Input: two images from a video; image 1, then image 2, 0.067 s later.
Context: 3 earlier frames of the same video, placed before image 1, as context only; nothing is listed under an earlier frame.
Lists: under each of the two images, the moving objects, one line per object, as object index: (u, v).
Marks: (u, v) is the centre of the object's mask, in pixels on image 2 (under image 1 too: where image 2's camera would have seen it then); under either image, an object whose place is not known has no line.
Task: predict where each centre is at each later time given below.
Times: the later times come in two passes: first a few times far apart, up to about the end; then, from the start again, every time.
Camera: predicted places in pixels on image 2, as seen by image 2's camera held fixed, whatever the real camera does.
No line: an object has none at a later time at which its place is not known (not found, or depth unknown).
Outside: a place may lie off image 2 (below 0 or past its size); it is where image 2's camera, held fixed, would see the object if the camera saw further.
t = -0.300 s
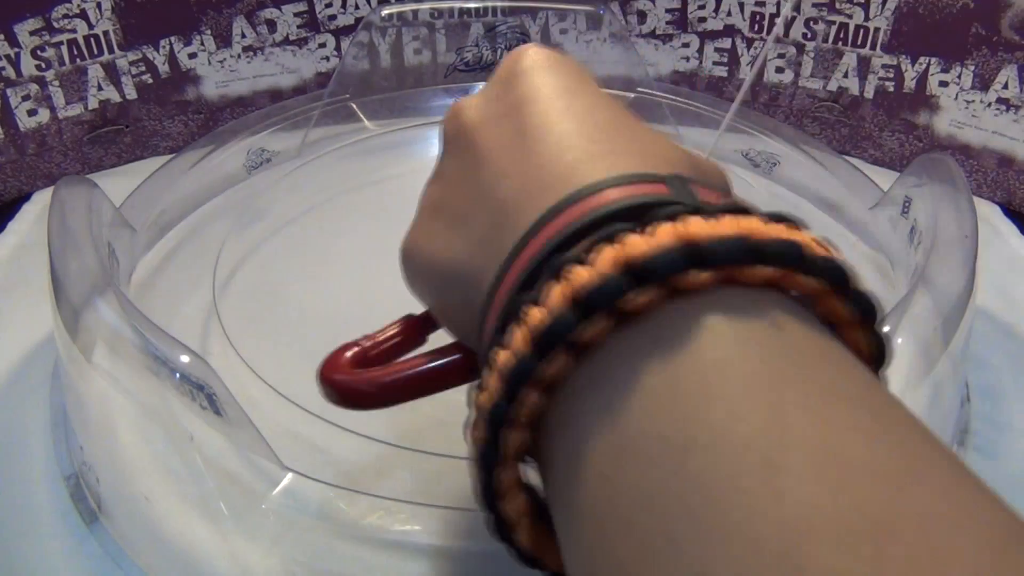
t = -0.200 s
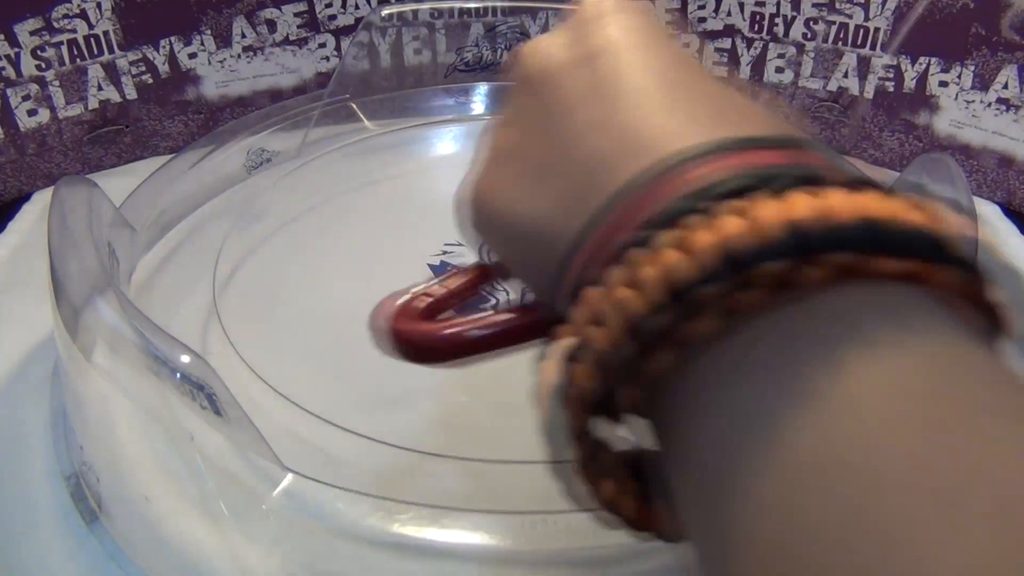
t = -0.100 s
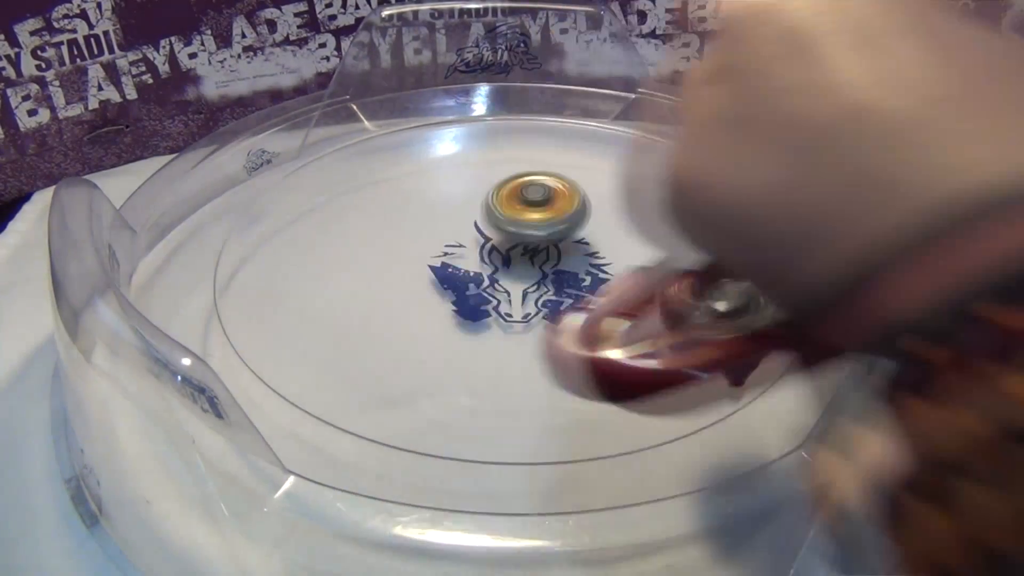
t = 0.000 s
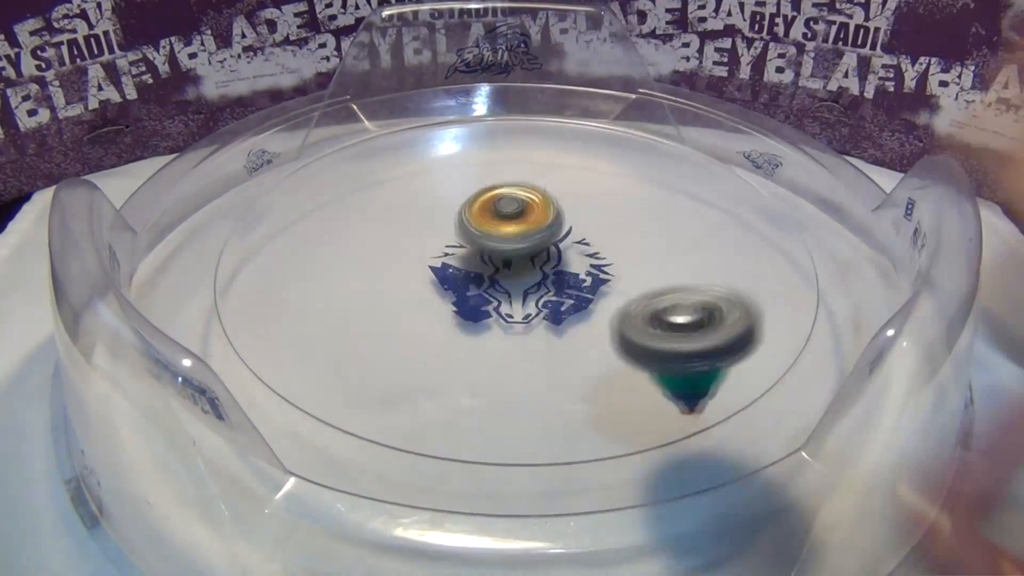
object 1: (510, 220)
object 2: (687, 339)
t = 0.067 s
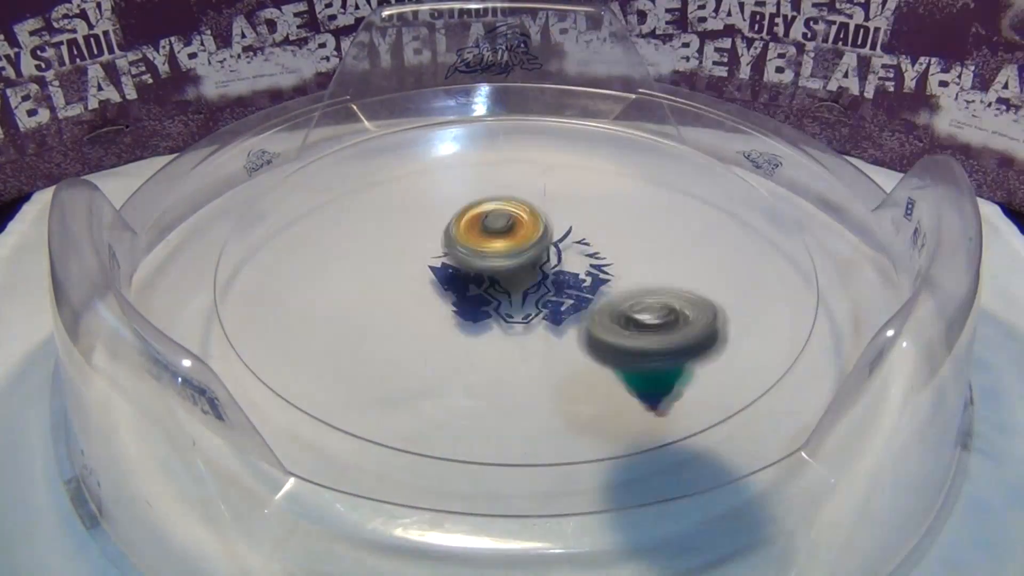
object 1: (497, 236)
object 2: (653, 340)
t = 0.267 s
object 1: (520, 266)
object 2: (501, 320)
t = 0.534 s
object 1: (612, 300)
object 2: (336, 327)
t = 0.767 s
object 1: (628, 252)
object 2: (416, 273)
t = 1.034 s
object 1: (517, 239)
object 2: (298, 149)
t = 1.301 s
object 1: (449, 303)
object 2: (366, 203)
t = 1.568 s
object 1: (551, 328)
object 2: (597, 120)
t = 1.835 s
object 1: (597, 271)
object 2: (501, 130)
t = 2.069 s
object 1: (616, 355)
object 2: (468, 166)
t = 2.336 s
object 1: (601, 383)
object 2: (505, 238)
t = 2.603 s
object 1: (519, 322)
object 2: (629, 186)
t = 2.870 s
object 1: (488, 248)
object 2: (425, 119)
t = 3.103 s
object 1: (482, 218)
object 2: (455, 282)
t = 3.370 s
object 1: (481, 243)
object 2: (771, 222)
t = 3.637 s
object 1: (491, 250)
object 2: (536, 167)
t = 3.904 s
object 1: (427, 364)
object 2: (332, 212)
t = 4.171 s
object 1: (739, 333)
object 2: (350, 280)
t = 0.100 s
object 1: (495, 245)
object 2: (634, 338)
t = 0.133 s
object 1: (493, 255)
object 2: (618, 335)
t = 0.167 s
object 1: (494, 264)
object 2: (598, 331)
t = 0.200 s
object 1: (492, 270)
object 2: (571, 325)
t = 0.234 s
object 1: (492, 269)
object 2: (533, 322)
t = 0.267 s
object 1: (520, 266)
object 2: (501, 320)
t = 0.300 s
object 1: (543, 294)
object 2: (459, 316)
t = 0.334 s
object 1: (541, 304)
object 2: (425, 315)
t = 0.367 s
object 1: (552, 308)
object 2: (397, 317)
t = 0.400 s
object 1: (564, 310)
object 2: (376, 322)
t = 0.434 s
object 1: (578, 308)
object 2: (361, 326)
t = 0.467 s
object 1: (591, 309)
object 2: (349, 327)
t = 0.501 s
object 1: (602, 304)
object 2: (339, 328)
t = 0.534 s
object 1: (612, 300)
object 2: (336, 327)
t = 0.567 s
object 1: (621, 295)
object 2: (337, 325)
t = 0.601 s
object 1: (628, 289)
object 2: (342, 320)
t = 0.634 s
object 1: (633, 282)
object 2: (351, 316)
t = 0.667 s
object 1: (635, 274)
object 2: (364, 311)
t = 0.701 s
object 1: (636, 267)
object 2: (385, 303)
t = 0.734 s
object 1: (634, 258)
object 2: (403, 291)
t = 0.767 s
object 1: (628, 252)
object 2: (416, 273)
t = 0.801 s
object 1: (621, 243)
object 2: (421, 254)
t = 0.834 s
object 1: (611, 239)
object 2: (418, 233)
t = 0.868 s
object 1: (599, 235)
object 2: (408, 212)
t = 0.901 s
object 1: (583, 233)
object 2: (391, 193)
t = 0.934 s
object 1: (568, 231)
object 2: (371, 177)
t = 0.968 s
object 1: (551, 232)
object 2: (345, 163)
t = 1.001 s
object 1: (534, 234)
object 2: (319, 155)
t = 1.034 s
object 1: (517, 239)
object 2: (298, 149)
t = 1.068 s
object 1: (501, 244)
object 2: (286, 146)
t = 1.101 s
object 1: (485, 252)
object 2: (279, 145)
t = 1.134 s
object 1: (471, 259)
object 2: (278, 147)
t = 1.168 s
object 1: (460, 267)
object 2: (284, 152)
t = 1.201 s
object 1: (453, 276)
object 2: (294, 160)
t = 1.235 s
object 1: (449, 286)
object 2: (310, 173)
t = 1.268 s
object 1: (447, 295)
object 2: (333, 189)
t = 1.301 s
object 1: (449, 303)
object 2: (366, 203)
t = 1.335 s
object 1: (453, 309)
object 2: (406, 212)
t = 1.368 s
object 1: (461, 317)
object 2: (448, 213)
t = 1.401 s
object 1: (471, 321)
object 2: (489, 206)
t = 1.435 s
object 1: (484, 326)
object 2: (525, 198)
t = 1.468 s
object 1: (500, 328)
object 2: (557, 184)
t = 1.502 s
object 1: (515, 330)
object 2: (579, 165)
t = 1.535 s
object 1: (533, 331)
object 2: (593, 142)
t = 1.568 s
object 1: (551, 328)
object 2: (597, 120)
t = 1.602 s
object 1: (566, 325)
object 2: (592, 102)
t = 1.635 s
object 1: (580, 320)
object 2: (584, 87)
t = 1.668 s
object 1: (592, 315)
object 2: (568, 82)
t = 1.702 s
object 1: (601, 308)
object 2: (550, 87)
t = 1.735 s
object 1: (606, 297)
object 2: (539, 91)
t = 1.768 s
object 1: (606, 288)
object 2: (528, 98)
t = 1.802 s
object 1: (603, 281)
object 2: (513, 111)
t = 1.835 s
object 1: (597, 271)
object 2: (501, 130)
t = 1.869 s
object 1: (587, 263)
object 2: (493, 155)
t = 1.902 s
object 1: (573, 255)
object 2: (495, 181)
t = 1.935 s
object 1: (568, 255)
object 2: (499, 185)
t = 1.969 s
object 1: (579, 257)
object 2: (490, 159)
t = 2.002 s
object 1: (599, 290)
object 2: (478, 149)
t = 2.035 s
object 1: (605, 339)
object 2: (466, 164)
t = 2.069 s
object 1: (616, 355)
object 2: (468, 166)
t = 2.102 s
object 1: (623, 376)
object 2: (474, 157)
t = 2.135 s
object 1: (627, 389)
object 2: (482, 169)
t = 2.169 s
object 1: (627, 399)
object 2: (487, 195)
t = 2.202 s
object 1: (625, 408)
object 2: (487, 193)
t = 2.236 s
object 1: (619, 407)
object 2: (488, 206)
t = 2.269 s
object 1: (613, 403)
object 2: (491, 227)
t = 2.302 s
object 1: (607, 393)
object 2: (497, 225)
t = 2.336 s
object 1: (601, 383)
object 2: (505, 238)
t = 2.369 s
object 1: (596, 371)
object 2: (518, 238)
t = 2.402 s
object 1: (592, 357)
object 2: (530, 247)
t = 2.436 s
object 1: (588, 345)
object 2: (554, 248)
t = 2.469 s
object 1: (581, 333)
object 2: (578, 241)
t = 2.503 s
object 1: (567, 324)
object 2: (599, 230)
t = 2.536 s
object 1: (552, 333)
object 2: (619, 215)
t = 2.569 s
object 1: (536, 322)
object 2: (629, 201)
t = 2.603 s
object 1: (519, 322)
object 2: (629, 186)
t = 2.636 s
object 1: (507, 311)
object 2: (620, 166)
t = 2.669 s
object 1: (496, 304)
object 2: (605, 147)
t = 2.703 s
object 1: (489, 294)
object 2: (580, 130)
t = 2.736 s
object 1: (485, 284)
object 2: (550, 114)
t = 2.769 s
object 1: (482, 274)
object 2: (520, 106)
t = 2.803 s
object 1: (483, 263)
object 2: (487, 104)
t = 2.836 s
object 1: (486, 255)
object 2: (456, 108)
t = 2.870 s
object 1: (488, 248)
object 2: (425, 119)
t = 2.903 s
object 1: (488, 239)
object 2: (401, 134)
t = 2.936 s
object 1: (488, 234)
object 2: (383, 156)
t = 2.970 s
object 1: (486, 229)
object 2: (375, 183)
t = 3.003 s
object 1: (484, 225)
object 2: (377, 209)
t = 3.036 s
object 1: (487, 223)
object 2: (390, 235)
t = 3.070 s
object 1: (490, 218)
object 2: (420, 261)
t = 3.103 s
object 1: (482, 218)
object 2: (455, 282)
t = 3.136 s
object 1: (479, 218)
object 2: (502, 297)
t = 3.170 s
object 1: (480, 224)
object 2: (555, 307)
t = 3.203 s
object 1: (479, 226)
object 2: (616, 308)
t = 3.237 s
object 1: (479, 228)
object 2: (663, 299)
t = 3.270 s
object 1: (479, 231)
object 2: (704, 284)
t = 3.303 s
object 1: (479, 236)
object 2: (739, 264)
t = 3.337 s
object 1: (480, 240)
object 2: (760, 243)
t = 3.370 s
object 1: (481, 243)
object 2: (771, 222)
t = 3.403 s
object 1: (481, 246)
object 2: (768, 201)
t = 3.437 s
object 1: (481, 247)
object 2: (756, 185)
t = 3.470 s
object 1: (482, 250)
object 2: (732, 172)
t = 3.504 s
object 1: (484, 252)
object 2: (701, 164)
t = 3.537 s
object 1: (485, 251)
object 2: (663, 159)
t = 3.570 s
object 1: (487, 252)
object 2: (621, 159)
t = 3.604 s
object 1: (489, 251)
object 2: (578, 162)
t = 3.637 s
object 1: (491, 250)
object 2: (536, 167)
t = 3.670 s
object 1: (492, 253)
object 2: (499, 174)
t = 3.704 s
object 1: (476, 267)
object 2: (472, 169)
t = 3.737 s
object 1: (459, 295)
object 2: (446, 162)
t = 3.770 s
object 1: (449, 309)
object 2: (418, 166)
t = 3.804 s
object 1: (436, 334)
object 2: (396, 173)
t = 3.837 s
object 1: (431, 338)
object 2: (375, 182)
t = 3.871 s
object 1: (426, 357)
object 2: (352, 195)
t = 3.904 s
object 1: (427, 364)
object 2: (332, 212)
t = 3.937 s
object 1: (433, 373)
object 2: (321, 232)
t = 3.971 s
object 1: (446, 375)
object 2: (321, 255)
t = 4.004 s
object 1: (462, 371)
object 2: (332, 276)
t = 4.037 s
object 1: (481, 364)
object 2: (355, 299)
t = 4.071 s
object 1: (532, 355)
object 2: (362, 283)
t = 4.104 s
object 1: (609, 355)
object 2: (355, 260)
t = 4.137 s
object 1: (676, 348)
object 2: (352, 260)
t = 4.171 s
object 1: (739, 333)
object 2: (350, 280)
